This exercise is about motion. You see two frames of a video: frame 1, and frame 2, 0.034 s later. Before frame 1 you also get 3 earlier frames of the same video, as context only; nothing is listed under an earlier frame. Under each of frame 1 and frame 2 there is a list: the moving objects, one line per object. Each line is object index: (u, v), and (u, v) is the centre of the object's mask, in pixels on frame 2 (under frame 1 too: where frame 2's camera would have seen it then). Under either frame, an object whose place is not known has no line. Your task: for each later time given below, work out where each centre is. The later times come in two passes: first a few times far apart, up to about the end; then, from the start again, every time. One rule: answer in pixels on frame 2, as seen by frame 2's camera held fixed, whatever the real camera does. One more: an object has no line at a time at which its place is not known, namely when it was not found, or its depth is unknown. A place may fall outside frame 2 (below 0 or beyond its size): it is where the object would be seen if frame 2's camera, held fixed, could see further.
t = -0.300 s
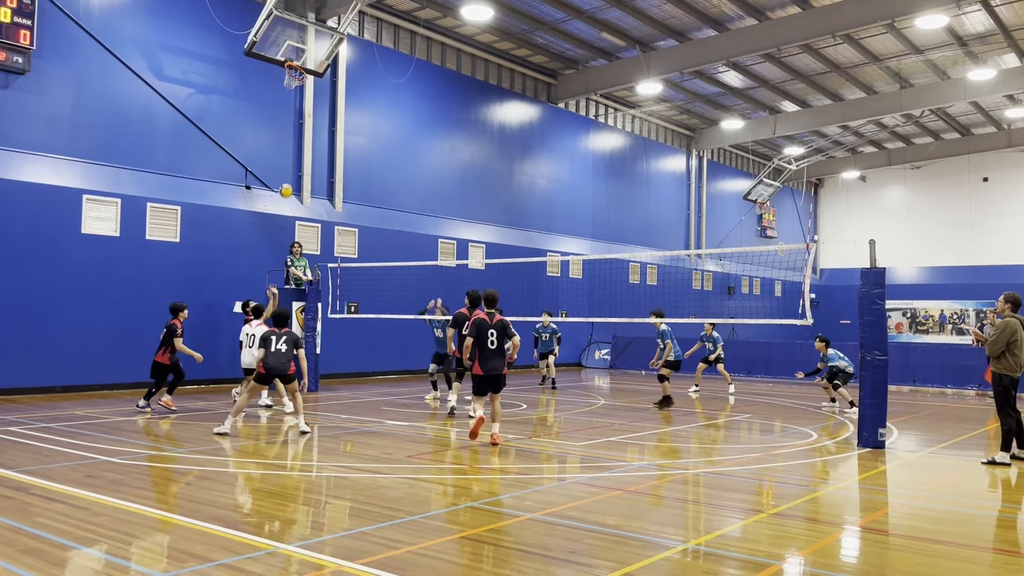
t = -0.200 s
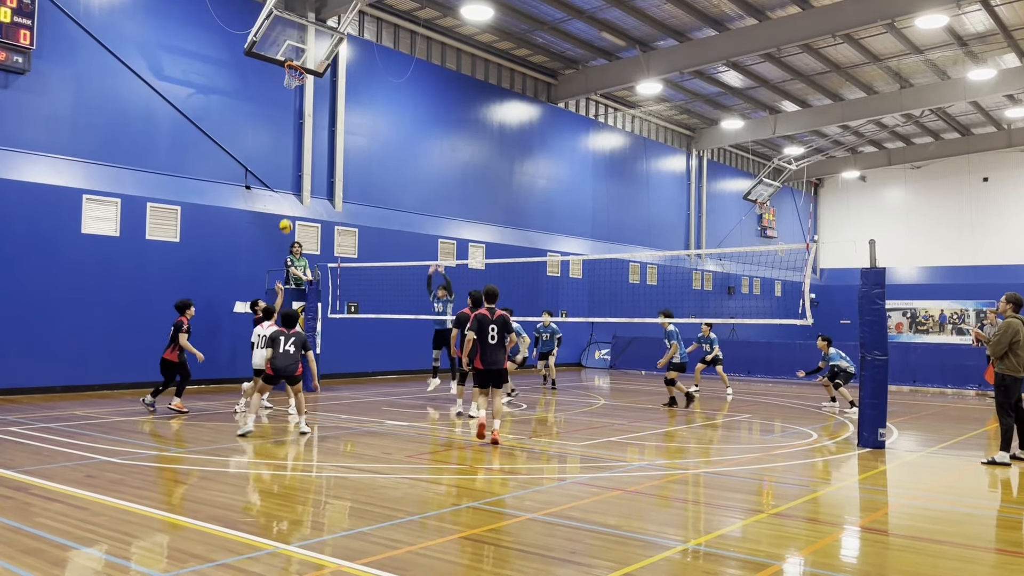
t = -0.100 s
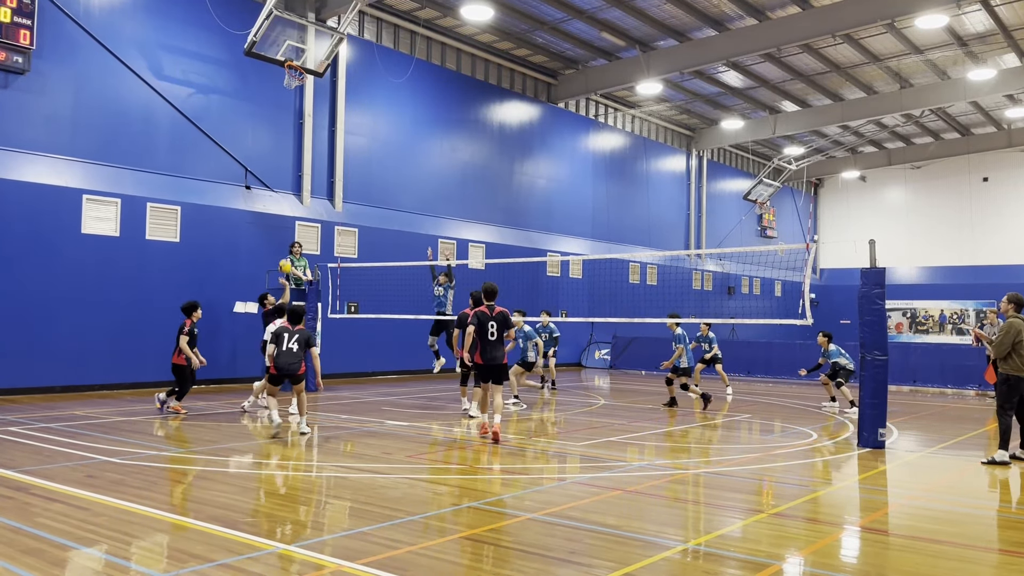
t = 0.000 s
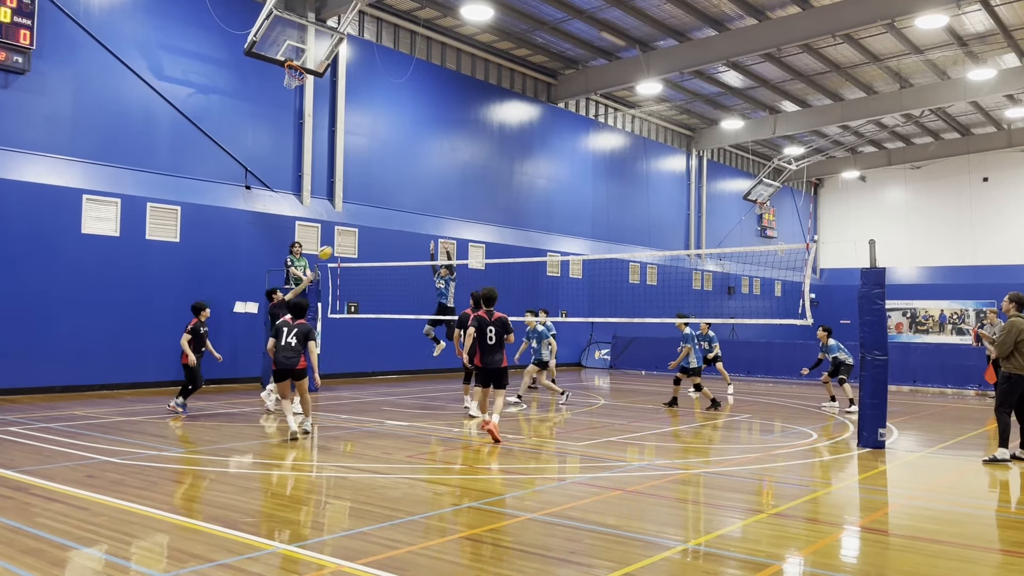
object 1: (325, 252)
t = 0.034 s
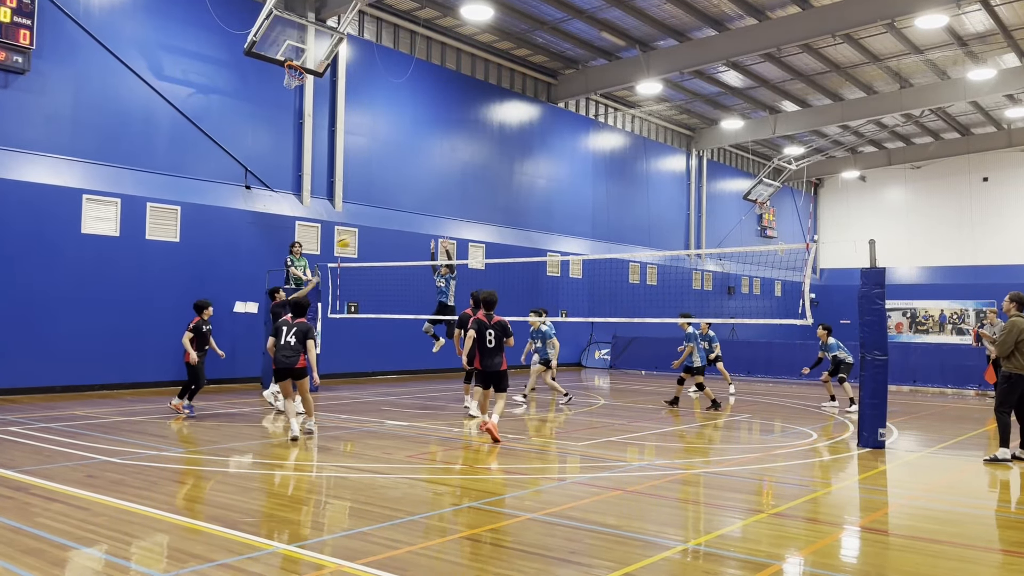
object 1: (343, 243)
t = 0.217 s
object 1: (440, 199)
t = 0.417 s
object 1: (530, 179)
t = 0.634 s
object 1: (617, 186)
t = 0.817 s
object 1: (681, 210)
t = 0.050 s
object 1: (353, 237)
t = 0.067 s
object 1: (363, 232)
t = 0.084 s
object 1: (371, 228)
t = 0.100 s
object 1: (380, 223)
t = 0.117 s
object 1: (389, 219)
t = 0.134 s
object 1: (398, 215)
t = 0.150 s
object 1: (407, 212)
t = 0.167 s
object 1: (415, 208)
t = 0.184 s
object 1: (424, 205)
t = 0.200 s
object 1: (432, 202)
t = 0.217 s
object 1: (440, 199)
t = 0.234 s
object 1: (448, 197)
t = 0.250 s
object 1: (455, 194)
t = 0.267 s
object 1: (463, 192)
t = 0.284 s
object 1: (471, 190)
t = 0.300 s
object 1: (479, 188)
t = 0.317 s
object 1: (486, 186)
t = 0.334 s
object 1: (494, 184)
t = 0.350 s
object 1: (502, 183)
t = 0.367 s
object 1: (509, 182)
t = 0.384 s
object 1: (516, 181)
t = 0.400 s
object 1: (523, 180)
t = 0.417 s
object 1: (530, 179)
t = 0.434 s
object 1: (538, 179)
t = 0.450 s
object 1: (544, 179)
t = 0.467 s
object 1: (551, 179)
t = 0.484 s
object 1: (558, 178)
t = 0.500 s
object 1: (565, 178)
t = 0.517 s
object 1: (572, 179)
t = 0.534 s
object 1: (578, 179)
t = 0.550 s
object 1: (585, 180)
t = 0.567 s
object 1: (591, 181)
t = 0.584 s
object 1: (598, 182)
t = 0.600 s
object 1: (604, 183)
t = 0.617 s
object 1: (610, 185)
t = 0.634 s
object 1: (617, 186)
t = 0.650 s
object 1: (623, 187)
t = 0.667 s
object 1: (629, 189)
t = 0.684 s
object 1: (635, 191)
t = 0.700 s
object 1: (641, 193)
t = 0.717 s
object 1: (646, 195)
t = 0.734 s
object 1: (653, 197)
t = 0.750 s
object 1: (658, 199)
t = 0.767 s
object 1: (664, 202)
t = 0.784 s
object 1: (669, 204)
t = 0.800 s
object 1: (675, 207)
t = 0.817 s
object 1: (681, 210)
